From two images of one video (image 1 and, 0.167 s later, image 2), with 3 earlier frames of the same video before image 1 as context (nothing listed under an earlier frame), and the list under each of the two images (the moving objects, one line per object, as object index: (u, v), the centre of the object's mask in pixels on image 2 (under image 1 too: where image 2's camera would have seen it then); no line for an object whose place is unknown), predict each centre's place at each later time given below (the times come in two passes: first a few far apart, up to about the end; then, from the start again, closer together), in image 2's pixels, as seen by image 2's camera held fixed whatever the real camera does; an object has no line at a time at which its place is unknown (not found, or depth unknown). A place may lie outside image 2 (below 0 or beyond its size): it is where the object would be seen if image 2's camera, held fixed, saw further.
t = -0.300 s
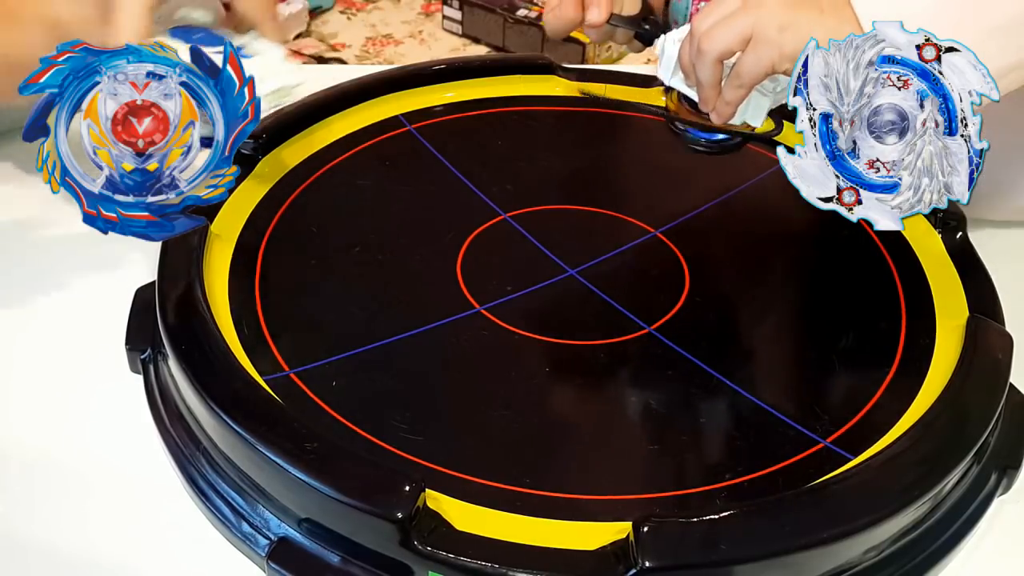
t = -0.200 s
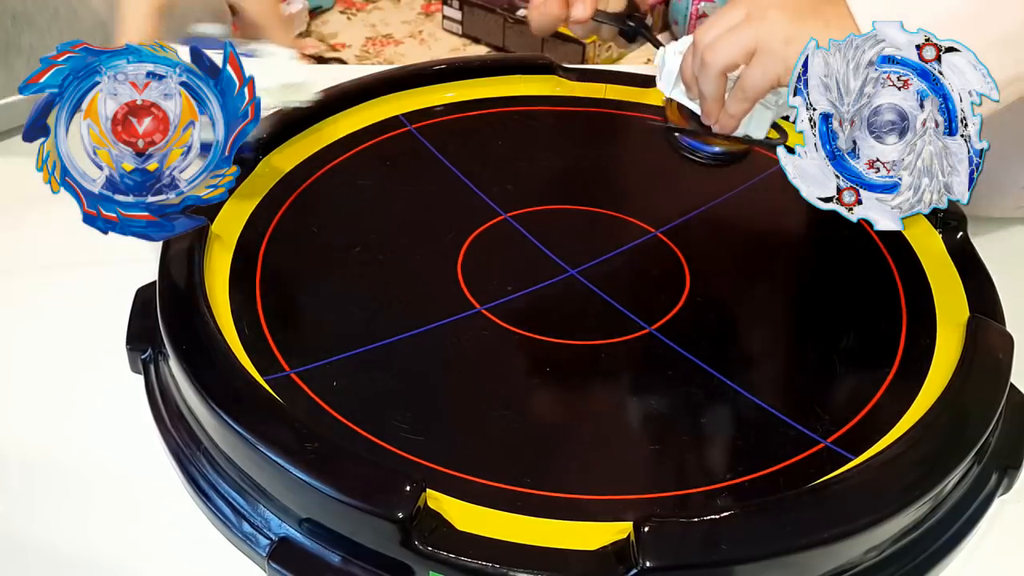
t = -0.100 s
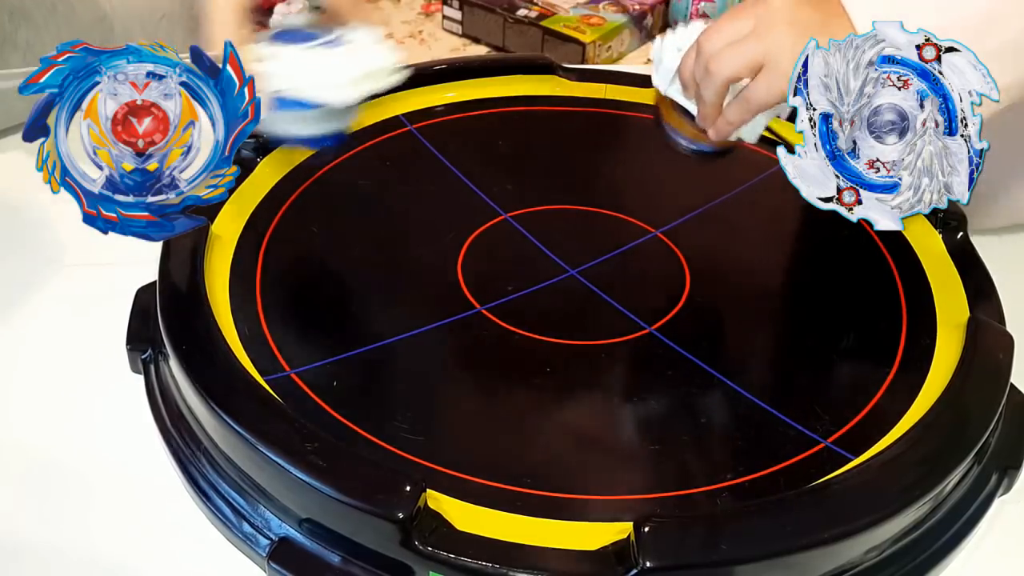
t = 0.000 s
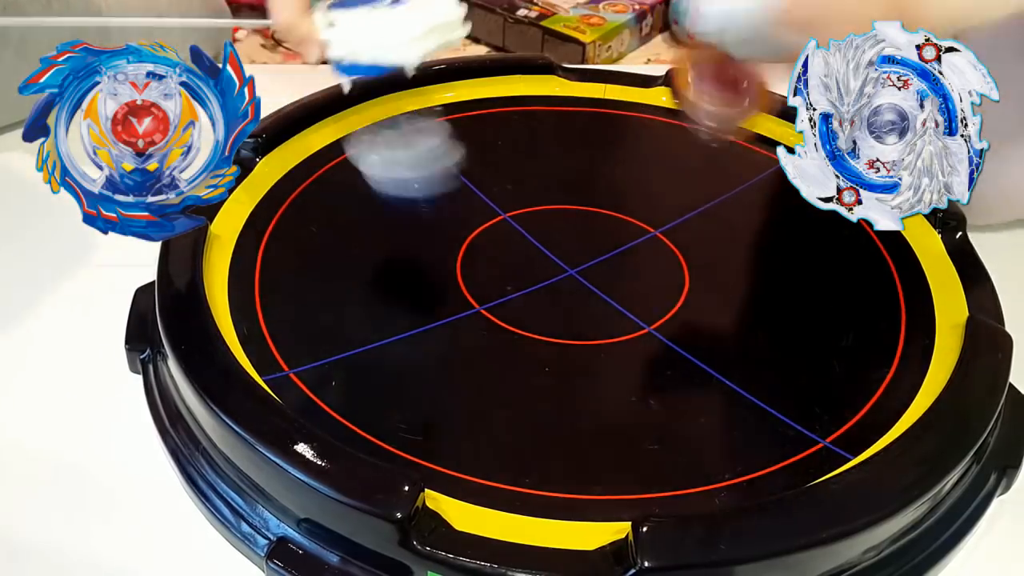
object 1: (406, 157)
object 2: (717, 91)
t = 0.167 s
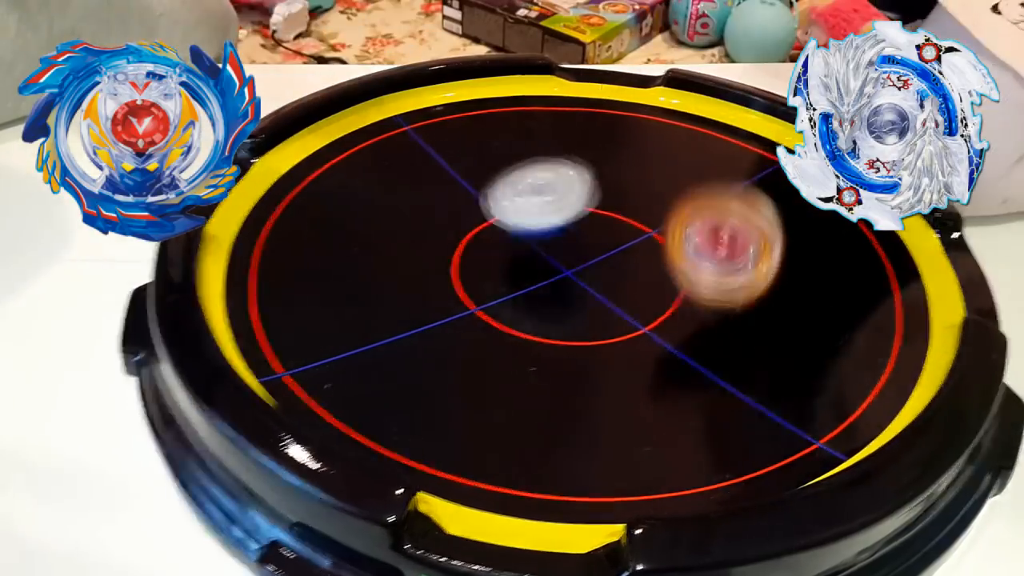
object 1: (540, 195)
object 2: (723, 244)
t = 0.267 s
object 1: (609, 194)
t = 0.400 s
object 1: (652, 187)
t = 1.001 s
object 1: (682, 169)
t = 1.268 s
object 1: (579, 192)
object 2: (737, 370)
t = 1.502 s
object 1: (471, 189)
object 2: (659, 371)
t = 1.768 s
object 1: (410, 170)
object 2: (530, 355)
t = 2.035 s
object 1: (451, 175)
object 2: (419, 303)
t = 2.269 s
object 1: (535, 222)
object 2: (366, 240)
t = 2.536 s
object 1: (588, 305)
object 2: (365, 175)
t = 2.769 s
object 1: (571, 349)
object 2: (415, 135)
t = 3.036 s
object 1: (532, 331)
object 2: (499, 105)
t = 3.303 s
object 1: (545, 261)
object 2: (599, 101)
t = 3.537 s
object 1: (612, 207)
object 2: (680, 115)
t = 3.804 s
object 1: (663, 182)
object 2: (756, 155)
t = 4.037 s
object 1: (612, 191)
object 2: (821, 221)
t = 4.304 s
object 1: (530, 192)
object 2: (853, 272)
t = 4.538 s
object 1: (477, 189)
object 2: (795, 332)
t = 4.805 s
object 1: (458, 196)
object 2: (665, 374)
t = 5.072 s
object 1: (477, 215)
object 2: (509, 361)
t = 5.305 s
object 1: (528, 244)
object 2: (408, 310)
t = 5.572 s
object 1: (572, 285)
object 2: (366, 238)
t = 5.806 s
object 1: (581, 296)
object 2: (383, 184)
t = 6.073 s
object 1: (578, 270)
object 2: (453, 144)
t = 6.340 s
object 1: (597, 226)
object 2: (546, 131)
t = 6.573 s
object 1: (637, 204)
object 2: (627, 137)
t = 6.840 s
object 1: (640, 242)
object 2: (722, 147)
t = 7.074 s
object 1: (578, 269)
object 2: (771, 179)
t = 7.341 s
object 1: (496, 254)
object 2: (828, 238)
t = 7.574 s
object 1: (479, 218)
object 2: (801, 279)
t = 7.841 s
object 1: (544, 197)
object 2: (696, 320)
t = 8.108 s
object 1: (622, 217)
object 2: (562, 317)
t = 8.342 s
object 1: (640, 253)
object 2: (467, 280)
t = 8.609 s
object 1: (586, 277)
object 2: (415, 220)
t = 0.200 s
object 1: (567, 194)
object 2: (719, 279)
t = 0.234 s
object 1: (590, 202)
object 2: (717, 293)
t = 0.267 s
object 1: (609, 194)
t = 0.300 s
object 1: (625, 198)
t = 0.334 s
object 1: (637, 194)
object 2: (706, 340)
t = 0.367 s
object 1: (647, 190)
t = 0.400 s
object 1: (652, 187)
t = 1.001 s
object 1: (682, 169)
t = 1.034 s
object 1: (673, 172)
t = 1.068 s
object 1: (664, 175)
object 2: (783, 385)
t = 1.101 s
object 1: (652, 179)
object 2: (777, 380)
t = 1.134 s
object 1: (638, 182)
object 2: (772, 377)
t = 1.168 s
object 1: (624, 184)
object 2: (765, 376)
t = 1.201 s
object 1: (609, 187)
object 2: (756, 374)
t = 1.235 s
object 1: (594, 189)
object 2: (747, 372)
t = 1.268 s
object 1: (579, 192)
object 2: (737, 370)
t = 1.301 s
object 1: (563, 193)
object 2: (727, 369)
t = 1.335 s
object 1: (547, 193)
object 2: (717, 370)
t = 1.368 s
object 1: (532, 194)
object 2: (707, 369)
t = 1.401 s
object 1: (515, 193)
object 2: (696, 370)
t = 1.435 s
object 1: (501, 193)
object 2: (685, 371)
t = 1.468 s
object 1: (486, 191)
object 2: (672, 371)
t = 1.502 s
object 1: (471, 189)
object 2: (659, 371)
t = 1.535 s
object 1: (457, 186)
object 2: (644, 370)
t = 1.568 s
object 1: (445, 184)
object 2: (628, 370)
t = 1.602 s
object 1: (434, 181)
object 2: (612, 369)
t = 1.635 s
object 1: (426, 178)
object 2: (595, 368)
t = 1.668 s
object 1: (420, 176)
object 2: (580, 365)
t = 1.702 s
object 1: (414, 174)
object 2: (564, 362)
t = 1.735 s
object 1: (412, 172)
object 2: (547, 360)
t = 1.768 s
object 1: (410, 170)
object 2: (530, 355)
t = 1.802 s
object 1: (411, 169)
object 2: (515, 351)
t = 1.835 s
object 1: (411, 168)
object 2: (499, 347)
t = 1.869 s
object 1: (415, 167)
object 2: (483, 340)
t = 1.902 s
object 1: (419, 167)
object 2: (468, 334)
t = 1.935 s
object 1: (426, 167)
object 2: (454, 327)
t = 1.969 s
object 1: (433, 169)
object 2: (442, 319)
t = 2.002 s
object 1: (442, 171)
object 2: (430, 312)
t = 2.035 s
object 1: (451, 175)
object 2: (419, 303)
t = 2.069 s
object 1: (462, 179)
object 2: (410, 294)
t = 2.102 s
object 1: (473, 183)
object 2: (401, 285)
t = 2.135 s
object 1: (484, 189)
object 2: (392, 277)
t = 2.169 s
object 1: (496, 196)
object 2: (385, 268)
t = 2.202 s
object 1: (510, 204)
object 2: (378, 259)
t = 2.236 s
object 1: (522, 213)
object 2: (371, 248)
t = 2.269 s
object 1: (535, 222)
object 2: (366, 240)
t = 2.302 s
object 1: (546, 232)
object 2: (362, 230)
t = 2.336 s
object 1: (555, 243)
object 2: (360, 222)
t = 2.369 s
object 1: (564, 253)
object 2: (358, 214)
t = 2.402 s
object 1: (571, 264)
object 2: (359, 205)
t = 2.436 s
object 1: (577, 275)
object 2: (360, 198)
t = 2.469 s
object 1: (582, 286)
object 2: (360, 190)
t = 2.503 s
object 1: (586, 295)
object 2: (362, 182)
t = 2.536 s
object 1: (588, 305)
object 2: (365, 175)
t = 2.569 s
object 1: (589, 314)
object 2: (370, 168)
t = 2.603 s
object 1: (588, 322)
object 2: (376, 162)
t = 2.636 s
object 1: (586, 331)
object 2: (383, 156)
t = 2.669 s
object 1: (583, 337)
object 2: (390, 150)
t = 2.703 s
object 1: (579, 342)
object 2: (397, 145)
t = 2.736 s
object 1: (576, 345)
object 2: (406, 140)
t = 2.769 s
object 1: (571, 349)
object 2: (415, 135)
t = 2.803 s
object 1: (567, 350)
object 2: (424, 131)
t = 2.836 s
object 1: (562, 352)
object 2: (435, 125)
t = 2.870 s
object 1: (557, 351)
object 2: (443, 121)
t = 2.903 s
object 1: (549, 350)
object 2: (453, 115)
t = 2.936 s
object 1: (544, 347)
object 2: (465, 111)
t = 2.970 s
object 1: (538, 342)
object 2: (476, 109)
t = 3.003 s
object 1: (534, 337)
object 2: (488, 106)
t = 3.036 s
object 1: (532, 331)
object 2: (499, 105)
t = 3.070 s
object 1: (530, 324)
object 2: (512, 102)
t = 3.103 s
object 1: (528, 316)
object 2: (526, 101)
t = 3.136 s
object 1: (527, 308)
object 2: (538, 100)
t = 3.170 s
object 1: (528, 299)
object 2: (551, 100)
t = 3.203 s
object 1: (531, 290)
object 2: (563, 99)
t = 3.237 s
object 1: (535, 280)
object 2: (575, 100)
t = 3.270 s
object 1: (540, 270)
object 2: (588, 101)
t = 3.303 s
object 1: (545, 261)
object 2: (599, 101)
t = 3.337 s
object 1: (552, 251)
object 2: (611, 103)
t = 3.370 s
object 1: (560, 244)
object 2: (623, 104)
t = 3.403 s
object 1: (570, 235)
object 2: (635, 106)
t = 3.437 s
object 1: (579, 227)
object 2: (647, 107)
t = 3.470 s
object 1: (590, 219)
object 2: (658, 108)
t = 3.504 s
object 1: (602, 213)
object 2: (669, 111)
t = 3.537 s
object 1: (612, 207)
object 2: (680, 115)
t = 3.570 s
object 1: (621, 204)
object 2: (692, 119)
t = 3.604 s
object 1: (627, 200)
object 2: (703, 123)
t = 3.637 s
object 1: (633, 195)
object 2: (714, 127)
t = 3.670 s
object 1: (641, 191)
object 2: (724, 133)
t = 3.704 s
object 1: (649, 188)
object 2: (734, 137)
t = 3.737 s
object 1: (657, 185)
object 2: (742, 143)
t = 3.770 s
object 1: (662, 182)
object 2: (749, 147)
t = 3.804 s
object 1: (663, 182)
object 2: (756, 155)
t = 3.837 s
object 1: (658, 183)
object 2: (763, 164)
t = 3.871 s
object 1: (652, 185)
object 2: (769, 172)
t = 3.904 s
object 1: (645, 187)
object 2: (776, 183)
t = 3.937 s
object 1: (637, 188)
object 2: (784, 191)
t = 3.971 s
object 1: (630, 189)
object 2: (798, 205)
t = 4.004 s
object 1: (621, 190)
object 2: (810, 213)
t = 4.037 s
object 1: (612, 191)
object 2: (821, 221)
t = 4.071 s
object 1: (601, 191)
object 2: (829, 228)
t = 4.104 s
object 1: (590, 192)
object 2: (839, 234)
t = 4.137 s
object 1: (579, 193)
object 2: (845, 240)
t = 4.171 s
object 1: (567, 193)
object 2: (852, 245)
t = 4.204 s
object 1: (559, 193)
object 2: (855, 250)
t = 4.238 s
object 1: (550, 192)
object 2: (857, 257)
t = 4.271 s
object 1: (540, 193)
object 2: (856, 264)
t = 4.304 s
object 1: (530, 192)
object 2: (853, 272)
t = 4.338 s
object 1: (521, 192)
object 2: (851, 280)
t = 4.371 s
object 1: (512, 192)
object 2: (846, 289)
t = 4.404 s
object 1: (503, 191)
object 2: (838, 298)
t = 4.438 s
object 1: (497, 191)
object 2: (829, 307)
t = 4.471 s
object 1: (491, 190)
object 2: (819, 314)
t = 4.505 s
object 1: (483, 190)
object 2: (808, 323)
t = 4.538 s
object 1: (477, 189)
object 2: (795, 332)
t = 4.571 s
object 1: (473, 188)
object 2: (782, 340)
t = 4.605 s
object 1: (470, 188)
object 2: (768, 347)
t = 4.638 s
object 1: (466, 189)
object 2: (753, 353)
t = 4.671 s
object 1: (463, 191)
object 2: (738, 359)
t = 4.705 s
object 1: (461, 191)
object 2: (721, 364)
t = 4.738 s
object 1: (459, 193)
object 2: (703, 367)
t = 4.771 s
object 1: (459, 194)
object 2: (684, 370)
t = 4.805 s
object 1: (458, 196)
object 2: (665, 374)
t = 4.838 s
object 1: (458, 200)
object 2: (644, 375)
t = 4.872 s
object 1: (458, 202)
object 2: (624, 375)
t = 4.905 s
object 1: (458, 204)
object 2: (605, 375)
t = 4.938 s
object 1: (462, 206)
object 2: (585, 373)
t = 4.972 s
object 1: (465, 206)
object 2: (565, 372)
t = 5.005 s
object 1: (469, 209)
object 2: (547, 369)
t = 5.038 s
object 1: (473, 211)
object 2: (527, 365)
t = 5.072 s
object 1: (477, 215)
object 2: (509, 361)
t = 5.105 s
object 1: (484, 218)
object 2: (493, 356)
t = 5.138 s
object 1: (490, 221)
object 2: (476, 350)
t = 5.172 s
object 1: (498, 225)
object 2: (460, 343)
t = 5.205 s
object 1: (506, 229)
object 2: (446, 335)
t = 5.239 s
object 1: (514, 235)
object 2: (432, 327)
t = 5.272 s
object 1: (522, 239)
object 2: (419, 319)
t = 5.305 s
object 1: (528, 244)
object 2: (408, 310)
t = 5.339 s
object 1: (535, 249)
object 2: (398, 300)
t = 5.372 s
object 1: (542, 254)
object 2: (390, 292)
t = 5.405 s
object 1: (548, 259)
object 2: (385, 283)
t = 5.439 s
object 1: (554, 265)
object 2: (378, 274)
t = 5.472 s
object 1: (559, 270)
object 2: (374, 264)
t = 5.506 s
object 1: (565, 275)
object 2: (370, 255)
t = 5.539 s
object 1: (570, 280)
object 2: (368, 246)
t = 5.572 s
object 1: (572, 285)
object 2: (366, 238)
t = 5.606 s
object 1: (575, 287)
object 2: (365, 229)
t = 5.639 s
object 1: (577, 290)
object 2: (366, 221)
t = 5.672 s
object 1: (582, 293)
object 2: (367, 213)
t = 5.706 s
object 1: (582, 295)
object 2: (369, 205)
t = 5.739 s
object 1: (581, 297)
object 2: (373, 197)
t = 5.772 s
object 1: (581, 296)
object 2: (378, 191)
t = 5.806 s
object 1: (581, 296)
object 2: (383, 184)
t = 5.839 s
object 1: (579, 296)
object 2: (389, 178)
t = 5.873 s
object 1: (576, 294)
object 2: (396, 171)
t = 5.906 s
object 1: (573, 291)
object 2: (403, 165)
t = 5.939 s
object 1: (574, 288)
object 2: (412, 160)
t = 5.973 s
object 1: (574, 284)
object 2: (421, 155)
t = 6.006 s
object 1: (575, 280)
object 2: (432, 151)
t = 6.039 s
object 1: (575, 274)
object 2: (442, 148)
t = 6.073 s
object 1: (578, 270)
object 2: (453, 144)
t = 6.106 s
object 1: (578, 264)
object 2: (463, 141)
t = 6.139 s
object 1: (579, 259)
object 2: (474, 139)
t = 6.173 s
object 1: (581, 253)
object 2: (486, 136)
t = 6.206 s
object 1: (585, 248)
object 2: (498, 135)
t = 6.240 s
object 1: (585, 242)
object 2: (510, 133)
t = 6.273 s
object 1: (588, 236)
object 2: (522, 132)
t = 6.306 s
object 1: (592, 230)
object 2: (534, 131)
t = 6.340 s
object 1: (597, 226)
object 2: (546, 131)
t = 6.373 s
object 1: (600, 221)
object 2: (558, 131)
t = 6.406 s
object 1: (604, 216)
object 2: (570, 132)
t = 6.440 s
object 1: (610, 212)
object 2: (581, 133)
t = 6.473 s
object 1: (618, 210)
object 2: (593, 133)
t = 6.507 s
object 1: (624, 207)
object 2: (604, 134)
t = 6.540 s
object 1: (631, 204)
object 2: (615, 135)
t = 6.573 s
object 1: (637, 204)
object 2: (627, 137)
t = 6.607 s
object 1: (640, 205)
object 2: (639, 138)
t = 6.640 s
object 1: (643, 209)
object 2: (650, 138)
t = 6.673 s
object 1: (644, 213)
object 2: (661, 138)
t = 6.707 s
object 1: (647, 219)
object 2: (674, 139)
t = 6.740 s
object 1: (647, 225)
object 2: (686, 141)
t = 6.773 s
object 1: (645, 230)
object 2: (698, 142)
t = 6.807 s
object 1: (644, 237)
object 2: (710, 145)
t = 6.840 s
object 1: (640, 242)
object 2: (722, 147)
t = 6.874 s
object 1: (635, 247)
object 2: (732, 149)
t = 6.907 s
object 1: (627, 253)
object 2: (742, 152)
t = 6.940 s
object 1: (621, 258)
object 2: (751, 153)
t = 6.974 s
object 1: (611, 262)
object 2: (755, 160)
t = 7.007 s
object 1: (600, 265)
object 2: (761, 164)
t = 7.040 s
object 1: (590, 267)
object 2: (766, 171)
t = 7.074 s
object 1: (578, 269)
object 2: (771, 179)
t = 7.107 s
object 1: (566, 270)
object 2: (777, 185)
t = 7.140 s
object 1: (556, 269)
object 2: (787, 197)
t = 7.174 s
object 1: (543, 268)
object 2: (795, 205)
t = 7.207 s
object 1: (531, 267)
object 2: (802, 211)
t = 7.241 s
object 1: (522, 264)
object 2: (812, 219)
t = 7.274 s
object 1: (511, 262)
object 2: (818, 226)
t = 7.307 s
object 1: (502, 258)
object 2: (823, 231)
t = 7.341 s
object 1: (496, 254)
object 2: (828, 238)
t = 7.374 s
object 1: (487, 250)
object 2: (829, 242)
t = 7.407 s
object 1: (482, 245)
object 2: (830, 245)
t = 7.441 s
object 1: (480, 240)
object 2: (828, 252)
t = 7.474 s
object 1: (476, 234)
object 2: (825, 257)
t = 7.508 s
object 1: (476, 228)
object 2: (818, 264)
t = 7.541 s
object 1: (478, 223)
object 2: (811, 272)
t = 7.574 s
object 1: (479, 218)
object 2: (801, 279)
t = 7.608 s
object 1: (484, 212)
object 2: (791, 285)
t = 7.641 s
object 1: (491, 209)
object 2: (779, 292)
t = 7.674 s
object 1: (497, 205)
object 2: (766, 298)
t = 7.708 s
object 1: (506, 202)
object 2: (754, 304)
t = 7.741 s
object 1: (515, 200)
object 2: (741, 309)
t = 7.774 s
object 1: (524, 198)
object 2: (726, 313)
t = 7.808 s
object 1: (534, 197)
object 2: (711, 317)
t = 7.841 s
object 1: (544, 197)
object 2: (696, 320)
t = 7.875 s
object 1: (555, 197)
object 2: (680, 322)
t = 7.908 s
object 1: (568, 198)
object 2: (663, 323)
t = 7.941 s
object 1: (577, 199)
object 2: (646, 324)
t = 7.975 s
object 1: (588, 202)
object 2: (629, 324)
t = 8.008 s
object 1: (599, 206)
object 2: (612, 323)
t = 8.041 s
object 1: (606, 209)
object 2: (594, 322)
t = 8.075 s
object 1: (614, 212)
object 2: (578, 320)
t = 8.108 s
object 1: (622, 217)
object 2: (562, 317)
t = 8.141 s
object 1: (628, 222)
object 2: (546, 313)
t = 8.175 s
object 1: (632, 226)
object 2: (531, 309)
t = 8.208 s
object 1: (638, 232)
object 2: (517, 304)
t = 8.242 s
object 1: (640, 238)
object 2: (503, 299)
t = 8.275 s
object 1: (642, 242)
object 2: (490, 293)
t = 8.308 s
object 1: (642, 248)
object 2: (478, 286)
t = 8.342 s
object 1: (640, 253)
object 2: (467, 280)
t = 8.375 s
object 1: (639, 258)
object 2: (458, 273)
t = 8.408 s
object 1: (633, 263)
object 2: (449, 266)
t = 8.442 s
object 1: (625, 267)
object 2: (440, 258)
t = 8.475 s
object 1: (622, 271)
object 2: (433, 251)
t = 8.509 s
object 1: (614, 273)
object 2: (427, 243)
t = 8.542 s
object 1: (606, 275)
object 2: (422, 236)
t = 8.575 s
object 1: (597, 276)
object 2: (418, 228)
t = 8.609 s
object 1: (586, 277)
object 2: (415, 220)
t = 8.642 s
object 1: (577, 276)
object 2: (412, 212)
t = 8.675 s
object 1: (566, 274)
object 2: (411, 204)
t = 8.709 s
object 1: (557, 273)
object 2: (410, 198)
